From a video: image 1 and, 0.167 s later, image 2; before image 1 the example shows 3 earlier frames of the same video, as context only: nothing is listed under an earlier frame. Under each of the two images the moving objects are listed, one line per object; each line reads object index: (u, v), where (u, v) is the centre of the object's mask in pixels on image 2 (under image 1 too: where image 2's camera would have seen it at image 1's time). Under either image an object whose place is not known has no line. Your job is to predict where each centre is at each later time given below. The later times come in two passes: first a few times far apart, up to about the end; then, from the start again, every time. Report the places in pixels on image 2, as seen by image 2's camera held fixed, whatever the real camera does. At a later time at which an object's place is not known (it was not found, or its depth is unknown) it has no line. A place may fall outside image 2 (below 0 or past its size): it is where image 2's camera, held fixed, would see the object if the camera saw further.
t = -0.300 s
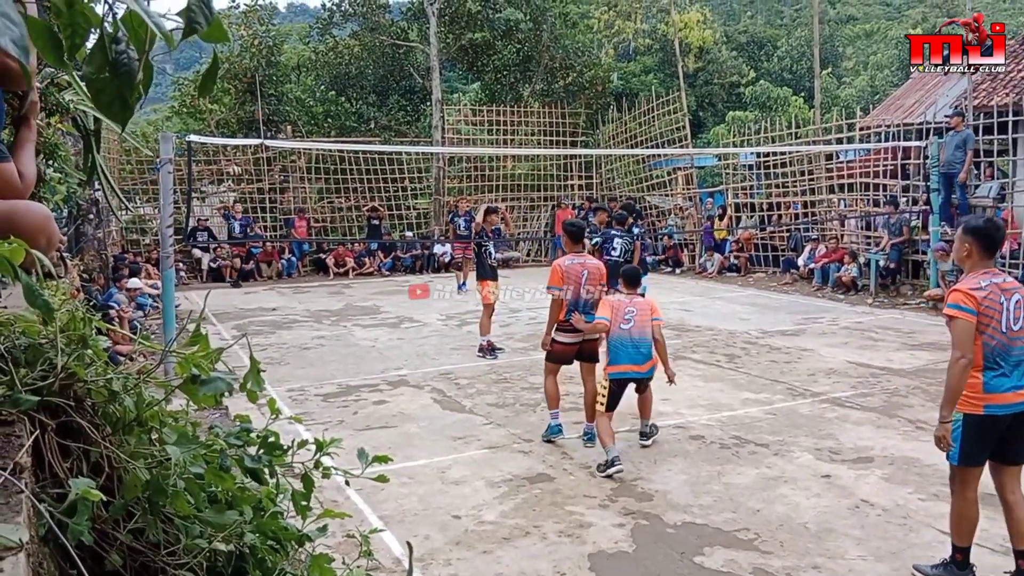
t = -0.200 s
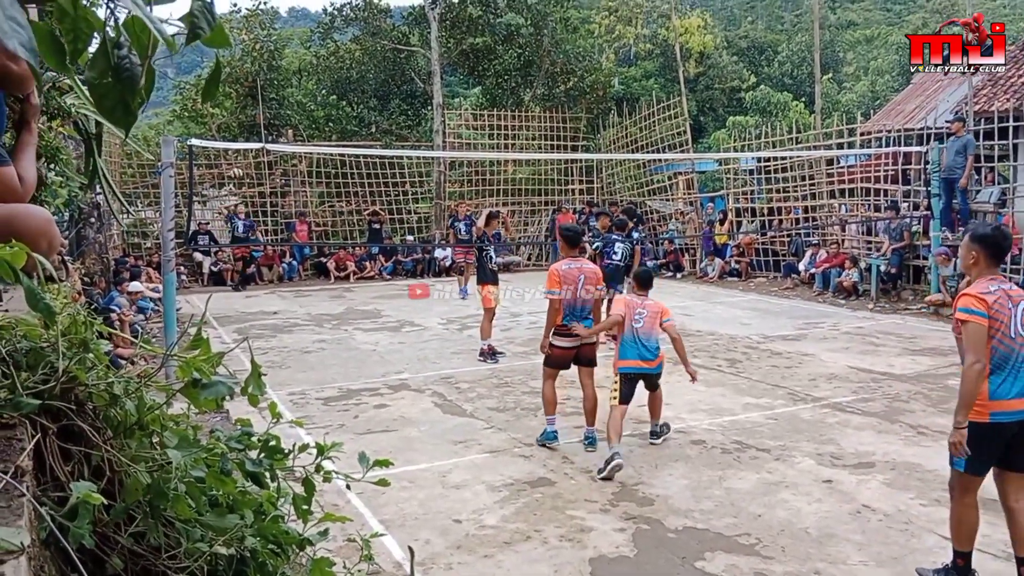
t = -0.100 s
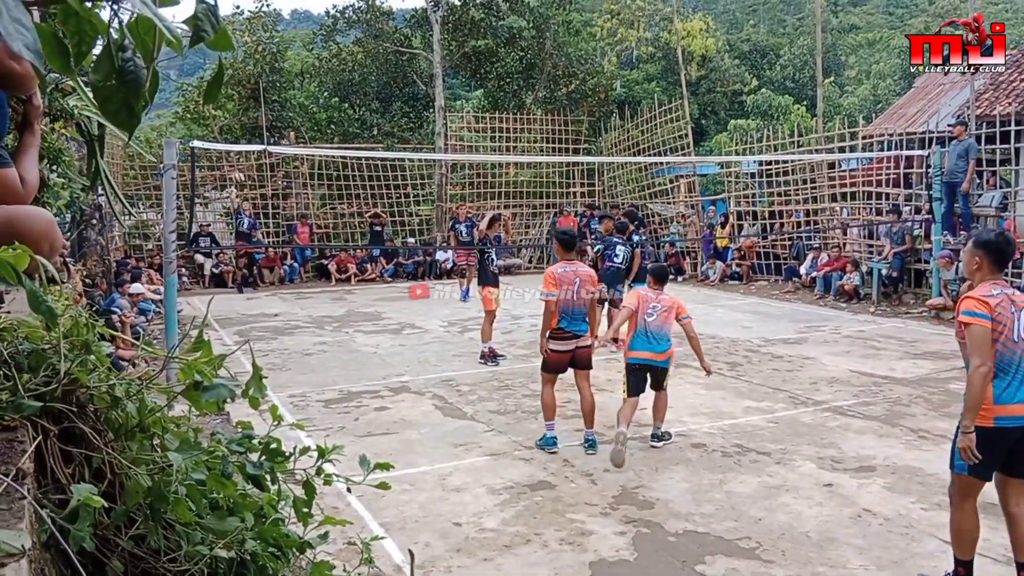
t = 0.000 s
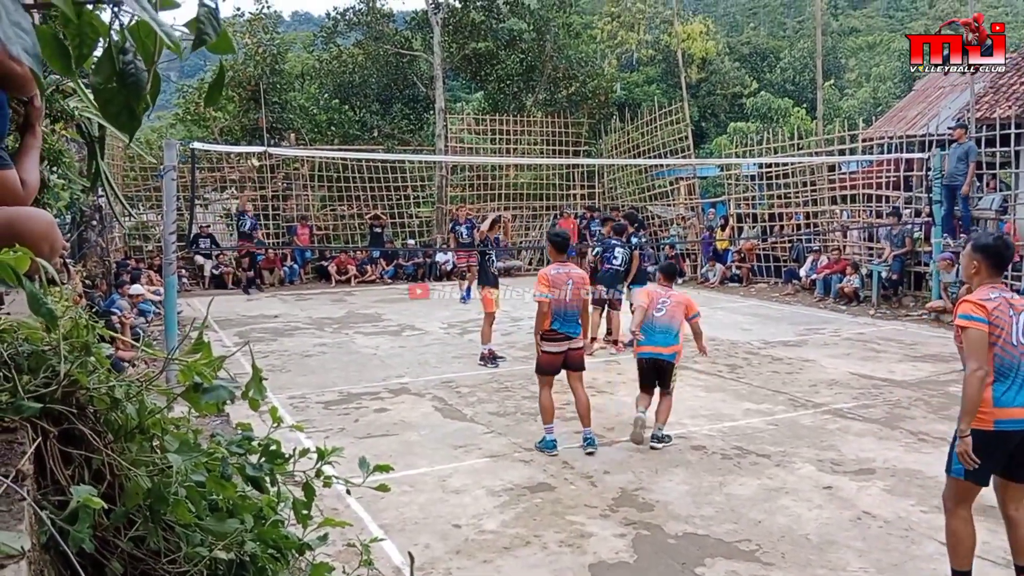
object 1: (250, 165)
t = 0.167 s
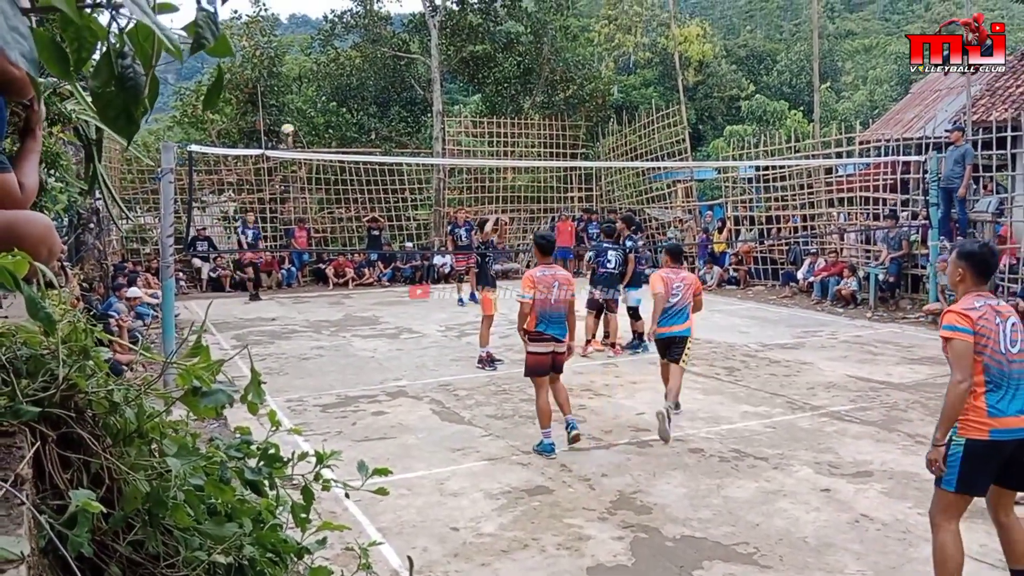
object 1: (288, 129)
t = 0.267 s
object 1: (313, 113)
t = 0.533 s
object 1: (417, 100)
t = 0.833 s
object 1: (654, 198)
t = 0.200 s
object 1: (295, 124)
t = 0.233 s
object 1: (303, 118)
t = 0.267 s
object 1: (313, 113)
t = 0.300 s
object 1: (324, 108)
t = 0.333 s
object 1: (333, 105)
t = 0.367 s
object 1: (346, 102)
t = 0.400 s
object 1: (358, 100)
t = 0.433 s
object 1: (370, 98)
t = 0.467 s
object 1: (385, 97)
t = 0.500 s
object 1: (400, 98)
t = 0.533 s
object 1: (417, 100)
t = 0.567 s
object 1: (435, 102)
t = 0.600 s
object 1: (454, 108)
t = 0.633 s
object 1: (476, 115)
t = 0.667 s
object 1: (499, 122)
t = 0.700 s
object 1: (525, 132)
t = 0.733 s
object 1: (554, 145)
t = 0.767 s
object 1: (584, 160)
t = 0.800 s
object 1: (618, 178)
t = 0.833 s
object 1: (654, 198)
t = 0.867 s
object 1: (696, 224)
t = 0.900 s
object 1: (744, 255)
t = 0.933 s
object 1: (796, 292)
